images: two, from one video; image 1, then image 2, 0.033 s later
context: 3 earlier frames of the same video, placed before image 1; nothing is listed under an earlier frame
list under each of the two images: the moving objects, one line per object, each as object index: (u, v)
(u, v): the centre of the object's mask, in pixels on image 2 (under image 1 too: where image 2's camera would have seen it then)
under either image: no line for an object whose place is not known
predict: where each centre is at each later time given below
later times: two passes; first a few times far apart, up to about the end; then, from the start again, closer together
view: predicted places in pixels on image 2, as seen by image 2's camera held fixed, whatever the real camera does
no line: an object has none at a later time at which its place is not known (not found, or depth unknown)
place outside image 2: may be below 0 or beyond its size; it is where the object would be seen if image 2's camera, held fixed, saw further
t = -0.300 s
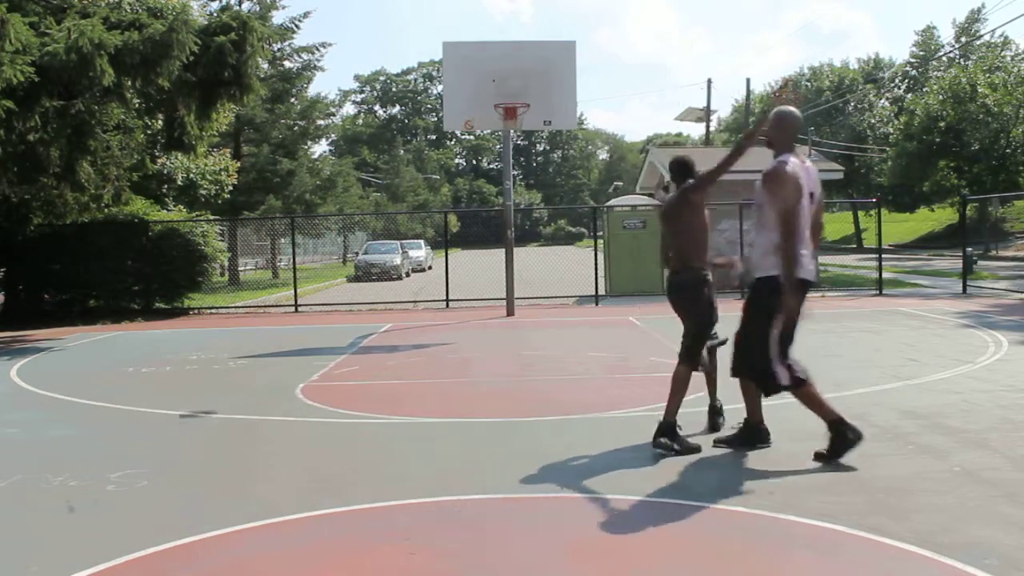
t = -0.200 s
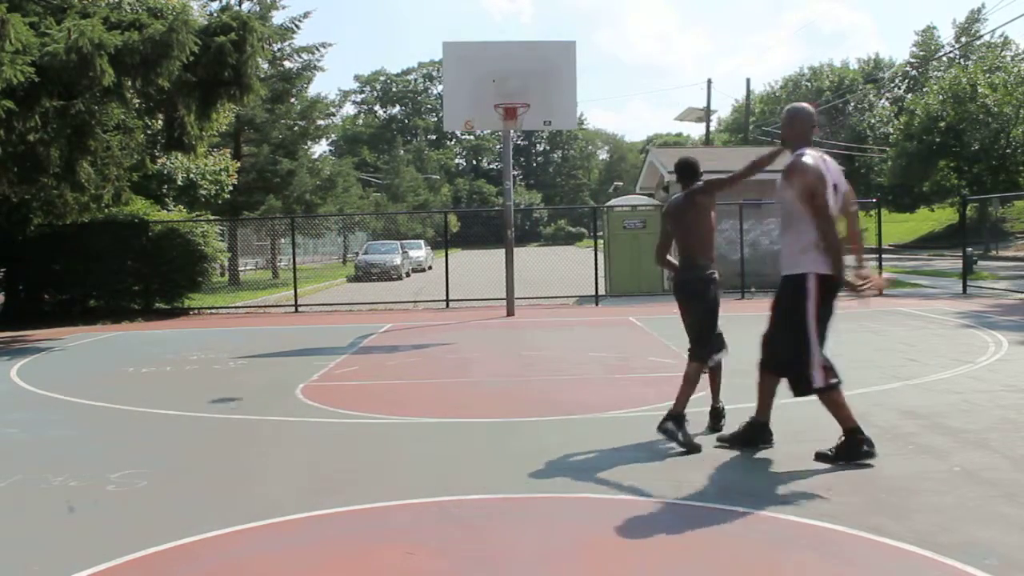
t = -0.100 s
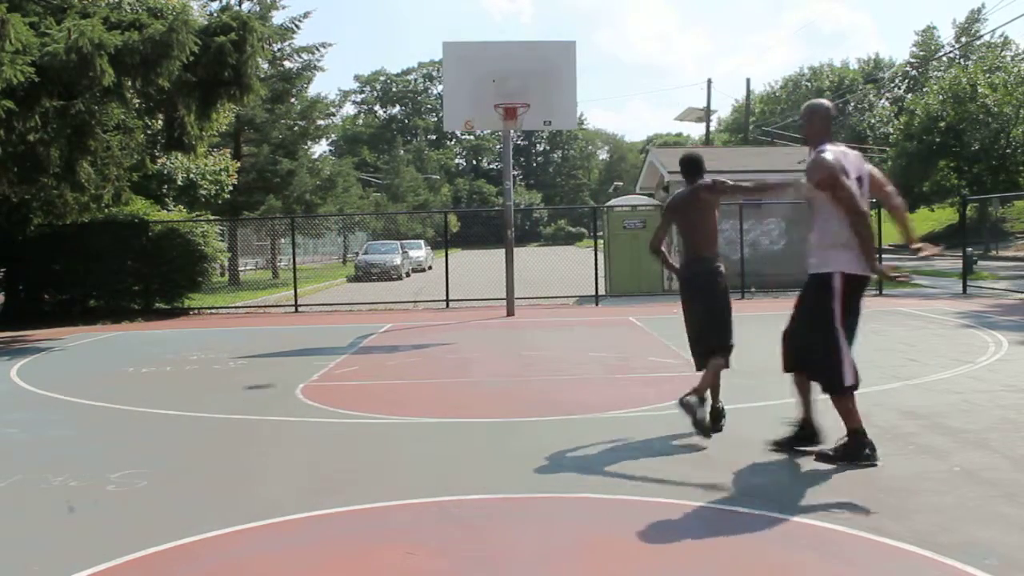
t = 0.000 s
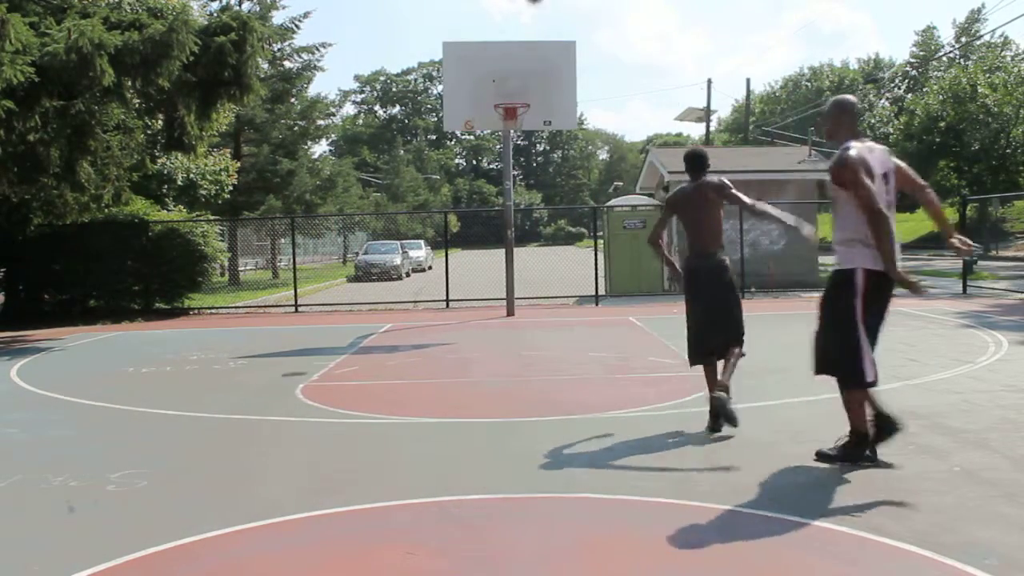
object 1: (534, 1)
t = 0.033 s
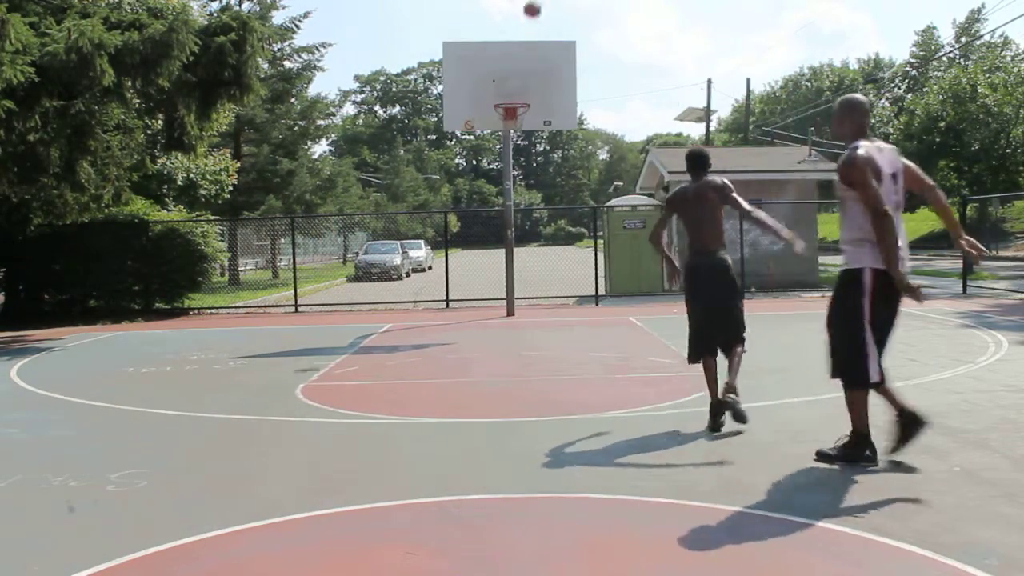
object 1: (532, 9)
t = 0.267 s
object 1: (518, 84)
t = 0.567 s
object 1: (491, 16)
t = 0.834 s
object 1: (470, 13)
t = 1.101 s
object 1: (449, 64)
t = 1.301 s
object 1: (436, 137)
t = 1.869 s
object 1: (390, 221)
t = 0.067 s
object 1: (530, 24)
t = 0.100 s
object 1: (528, 40)
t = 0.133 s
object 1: (527, 55)
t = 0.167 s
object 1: (525, 72)
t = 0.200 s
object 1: (524, 87)
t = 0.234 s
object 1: (522, 95)
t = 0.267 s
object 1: (518, 84)
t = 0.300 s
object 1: (514, 72)
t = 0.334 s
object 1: (509, 61)
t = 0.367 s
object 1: (505, 53)
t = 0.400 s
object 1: (503, 44)
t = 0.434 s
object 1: (501, 37)
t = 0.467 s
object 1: (499, 30)
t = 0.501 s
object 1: (496, 25)
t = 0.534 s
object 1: (493, 20)
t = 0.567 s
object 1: (491, 16)
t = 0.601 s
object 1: (488, 13)
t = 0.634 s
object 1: (486, 11)
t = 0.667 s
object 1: (483, 9)
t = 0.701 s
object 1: (480, 8)
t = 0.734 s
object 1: (478, 8)
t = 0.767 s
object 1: (475, 9)
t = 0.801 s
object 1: (473, 10)
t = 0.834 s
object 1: (470, 13)
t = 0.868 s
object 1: (467, 16)
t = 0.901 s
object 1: (465, 20)
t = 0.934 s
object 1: (462, 25)
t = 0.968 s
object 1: (460, 31)
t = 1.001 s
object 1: (457, 38)
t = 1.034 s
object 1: (454, 46)
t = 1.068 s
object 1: (451, 54)
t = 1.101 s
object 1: (449, 64)
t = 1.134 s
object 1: (447, 74)
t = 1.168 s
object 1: (444, 84)
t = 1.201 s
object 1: (443, 96)
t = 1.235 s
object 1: (440, 110)
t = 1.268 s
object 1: (436, 121)
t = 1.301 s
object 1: (436, 137)
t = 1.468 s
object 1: (422, 226)
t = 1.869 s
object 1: (390, 221)
